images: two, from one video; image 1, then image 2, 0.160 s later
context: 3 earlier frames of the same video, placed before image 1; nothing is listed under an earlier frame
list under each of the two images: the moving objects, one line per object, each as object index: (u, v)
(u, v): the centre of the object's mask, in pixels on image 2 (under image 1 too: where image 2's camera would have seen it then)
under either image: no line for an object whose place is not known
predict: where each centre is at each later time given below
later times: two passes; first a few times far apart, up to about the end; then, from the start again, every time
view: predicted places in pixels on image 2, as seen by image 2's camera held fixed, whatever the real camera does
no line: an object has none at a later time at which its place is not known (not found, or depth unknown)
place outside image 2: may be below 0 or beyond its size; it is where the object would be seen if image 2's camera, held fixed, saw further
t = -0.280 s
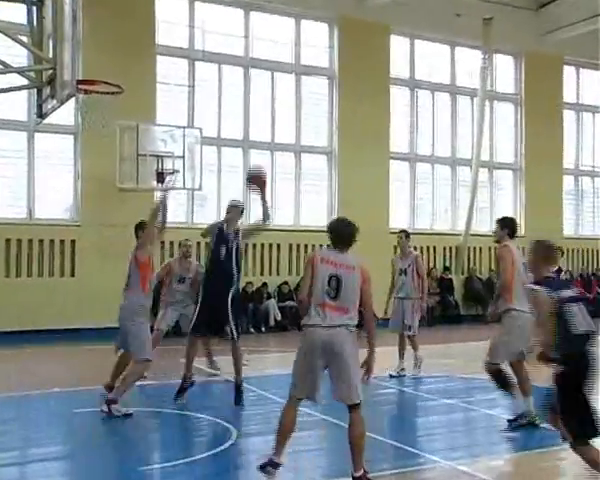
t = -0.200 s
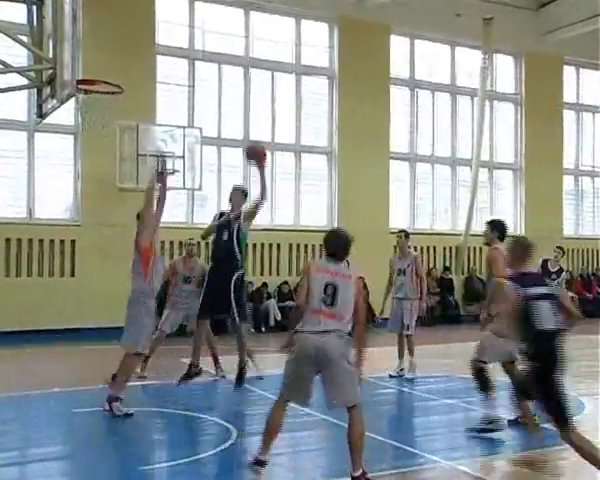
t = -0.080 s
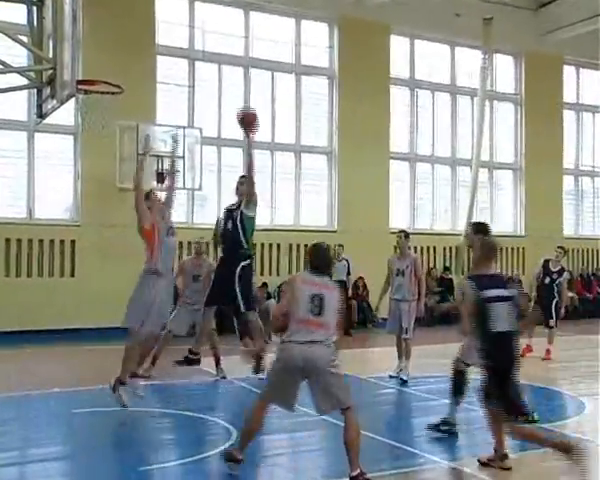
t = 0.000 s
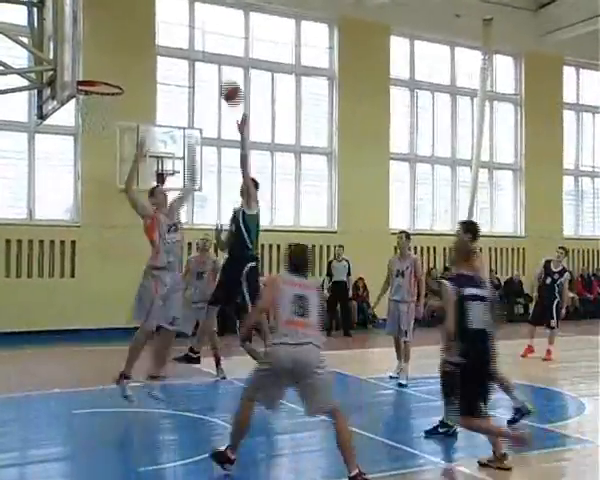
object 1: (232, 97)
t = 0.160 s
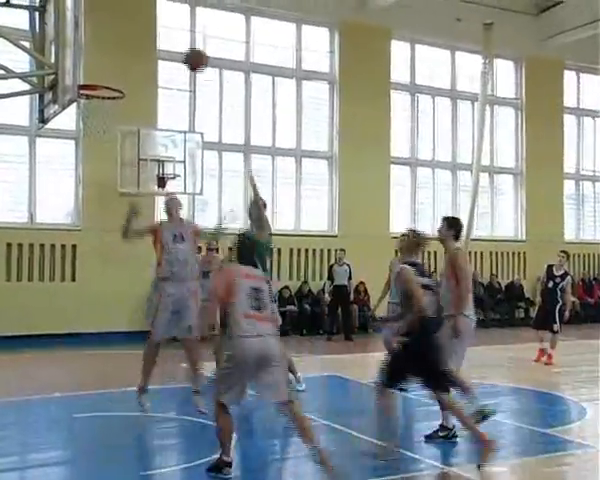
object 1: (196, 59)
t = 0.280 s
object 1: (167, 47)
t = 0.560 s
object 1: (89, 75)
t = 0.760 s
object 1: (139, 77)
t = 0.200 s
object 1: (186, 54)
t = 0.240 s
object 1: (176, 50)
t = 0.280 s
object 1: (167, 47)
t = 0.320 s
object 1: (156, 45)
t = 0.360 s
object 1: (145, 46)
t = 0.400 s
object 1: (133, 49)
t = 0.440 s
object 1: (123, 52)
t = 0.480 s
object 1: (111, 57)
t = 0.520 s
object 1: (99, 65)
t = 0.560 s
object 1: (89, 75)
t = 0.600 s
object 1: (90, 78)
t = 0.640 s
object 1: (103, 75)
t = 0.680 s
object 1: (115, 75)
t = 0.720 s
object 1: (128, 75)
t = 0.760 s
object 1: (139, 77)
